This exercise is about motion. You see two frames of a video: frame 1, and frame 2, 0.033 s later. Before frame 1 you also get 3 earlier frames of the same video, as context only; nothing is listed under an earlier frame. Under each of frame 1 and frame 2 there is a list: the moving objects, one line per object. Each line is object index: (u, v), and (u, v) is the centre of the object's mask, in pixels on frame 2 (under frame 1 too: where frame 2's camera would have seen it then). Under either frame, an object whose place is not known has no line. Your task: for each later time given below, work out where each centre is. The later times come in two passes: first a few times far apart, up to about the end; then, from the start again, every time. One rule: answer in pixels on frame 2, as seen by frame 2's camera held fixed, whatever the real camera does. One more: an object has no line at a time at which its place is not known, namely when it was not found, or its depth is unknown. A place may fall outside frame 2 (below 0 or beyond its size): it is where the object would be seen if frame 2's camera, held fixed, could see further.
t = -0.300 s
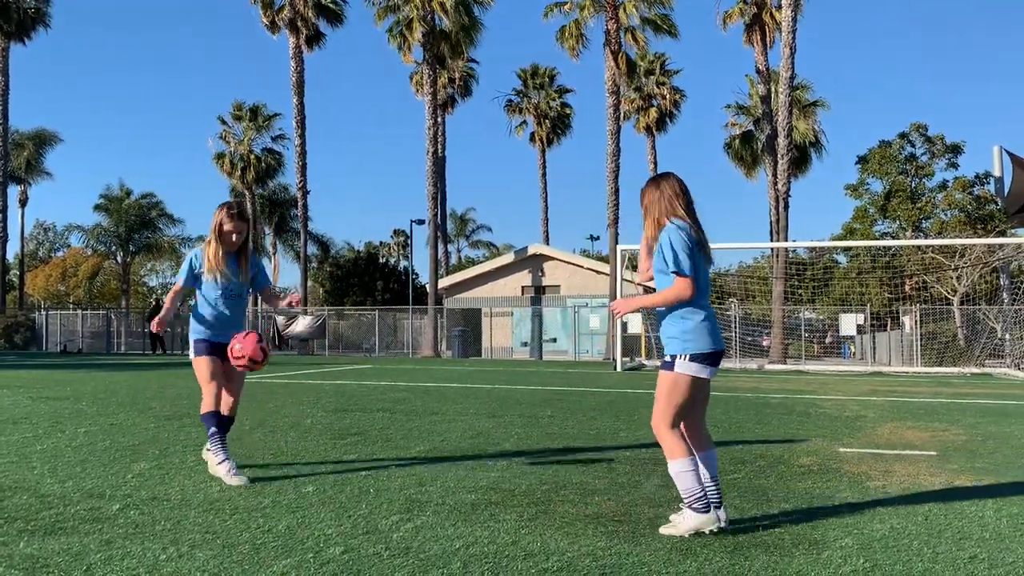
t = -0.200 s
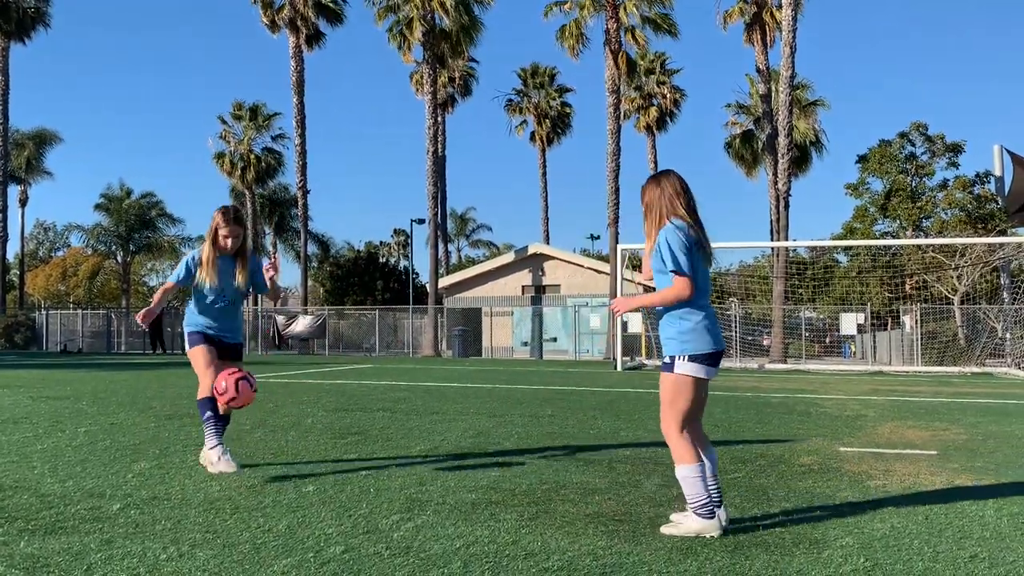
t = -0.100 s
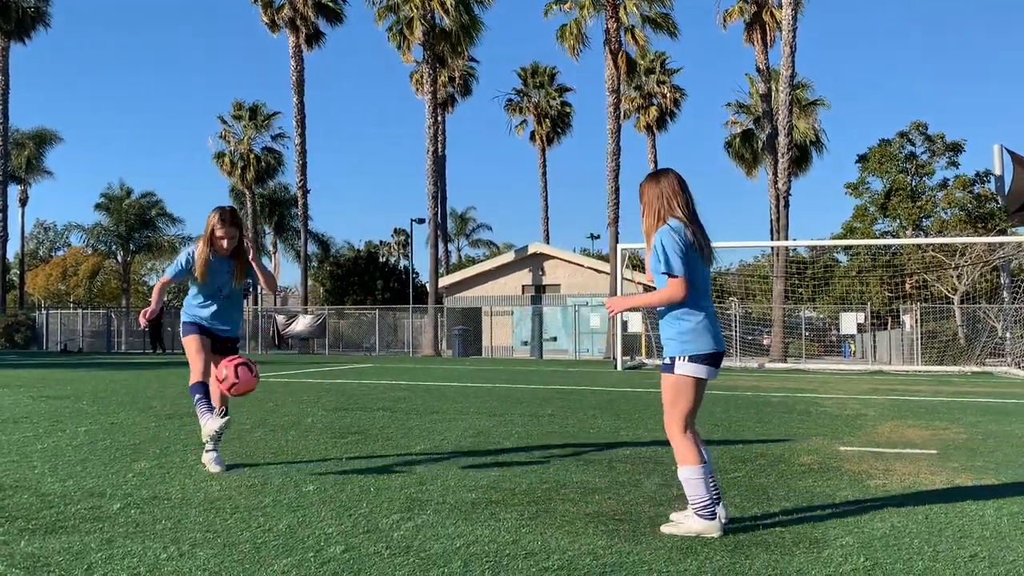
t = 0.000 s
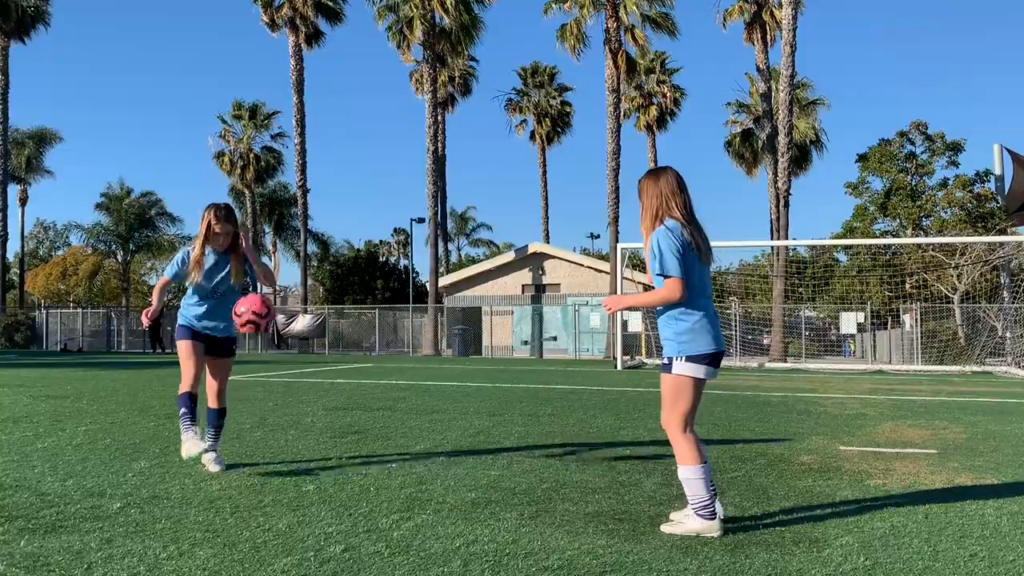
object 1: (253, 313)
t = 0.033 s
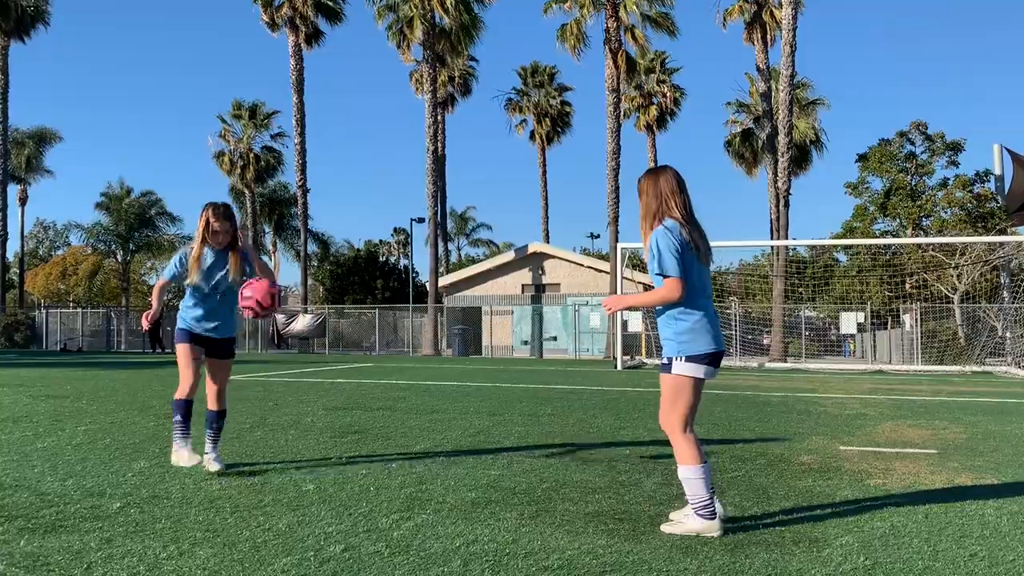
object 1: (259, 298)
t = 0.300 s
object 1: (306, 242)
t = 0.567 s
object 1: (356, 324)
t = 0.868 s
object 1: (416, 424)
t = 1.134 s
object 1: (478, 351)
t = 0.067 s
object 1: (265, 283)
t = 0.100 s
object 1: (271, 271)
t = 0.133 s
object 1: (277, 262)
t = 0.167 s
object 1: (283, 253)
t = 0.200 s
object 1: (289, 247)
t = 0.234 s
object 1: (295, 244)
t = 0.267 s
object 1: (301, 242)
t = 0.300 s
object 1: (306, 242)
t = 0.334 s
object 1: (312, 244)
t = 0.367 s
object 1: (318, 249)
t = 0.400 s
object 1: (324, 256)
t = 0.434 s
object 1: (331, 265)
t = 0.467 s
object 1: (337, 276)
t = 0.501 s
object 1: (343, 289)
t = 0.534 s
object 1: (350, 305)
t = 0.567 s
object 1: (356, 324)
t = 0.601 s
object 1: (362, 344)
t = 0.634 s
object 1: (368, 366)
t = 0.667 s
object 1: (374, 391)
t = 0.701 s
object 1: (380, 419)
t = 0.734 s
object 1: (386, 449)
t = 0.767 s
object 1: (393, 481)
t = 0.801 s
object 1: (400, 466)
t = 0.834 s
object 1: (408, 444)
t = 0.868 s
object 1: (416, 424)
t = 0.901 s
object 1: (423, 407)
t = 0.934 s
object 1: (431, 392)
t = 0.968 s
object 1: (439, 380)
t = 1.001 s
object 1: (447, 369)
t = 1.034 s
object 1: (454, 361)
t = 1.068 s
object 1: (462, 356)
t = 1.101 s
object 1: (470, 353)
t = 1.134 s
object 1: (478, 351)
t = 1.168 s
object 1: (486, 353)
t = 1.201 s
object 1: (494, 356)
